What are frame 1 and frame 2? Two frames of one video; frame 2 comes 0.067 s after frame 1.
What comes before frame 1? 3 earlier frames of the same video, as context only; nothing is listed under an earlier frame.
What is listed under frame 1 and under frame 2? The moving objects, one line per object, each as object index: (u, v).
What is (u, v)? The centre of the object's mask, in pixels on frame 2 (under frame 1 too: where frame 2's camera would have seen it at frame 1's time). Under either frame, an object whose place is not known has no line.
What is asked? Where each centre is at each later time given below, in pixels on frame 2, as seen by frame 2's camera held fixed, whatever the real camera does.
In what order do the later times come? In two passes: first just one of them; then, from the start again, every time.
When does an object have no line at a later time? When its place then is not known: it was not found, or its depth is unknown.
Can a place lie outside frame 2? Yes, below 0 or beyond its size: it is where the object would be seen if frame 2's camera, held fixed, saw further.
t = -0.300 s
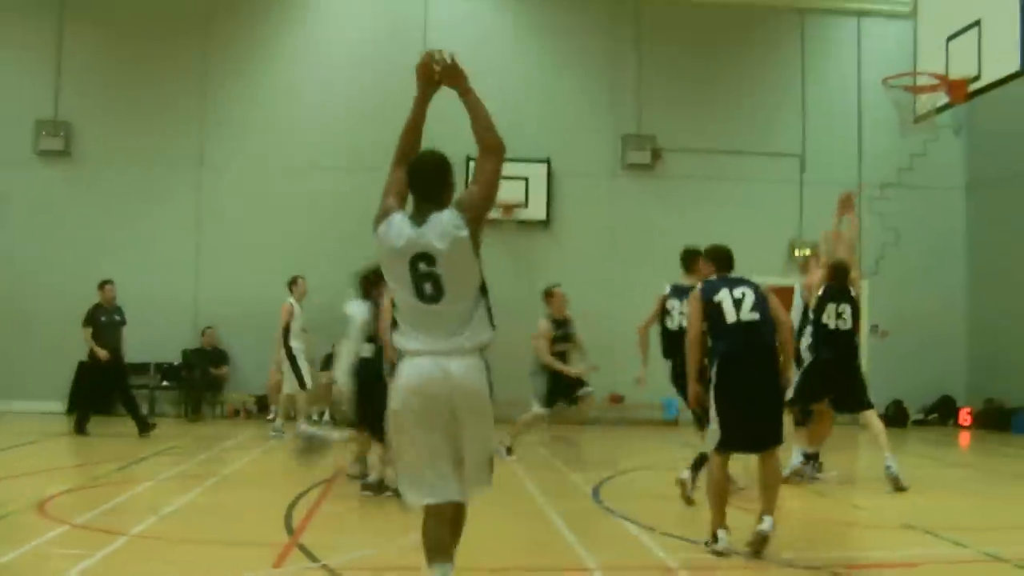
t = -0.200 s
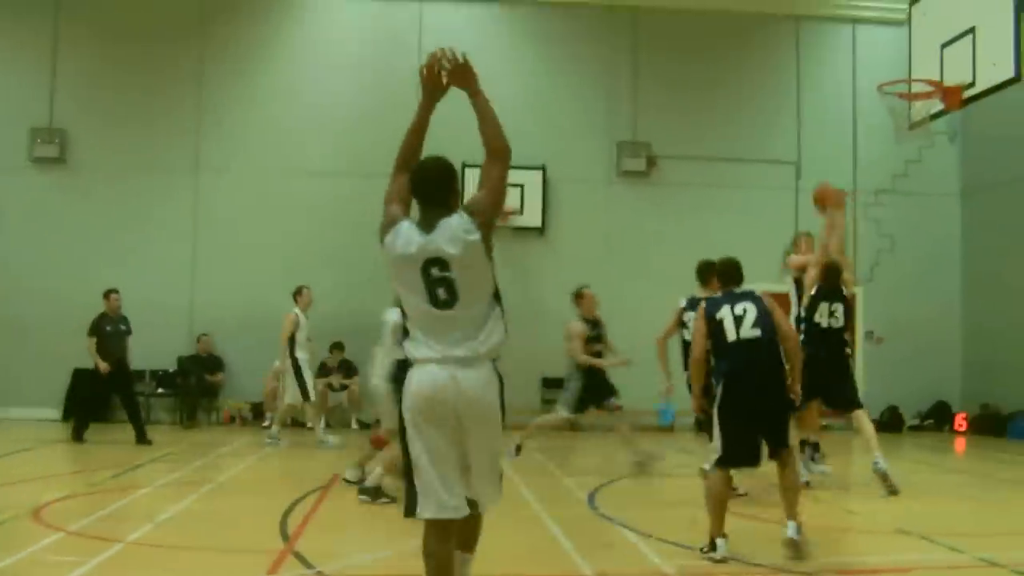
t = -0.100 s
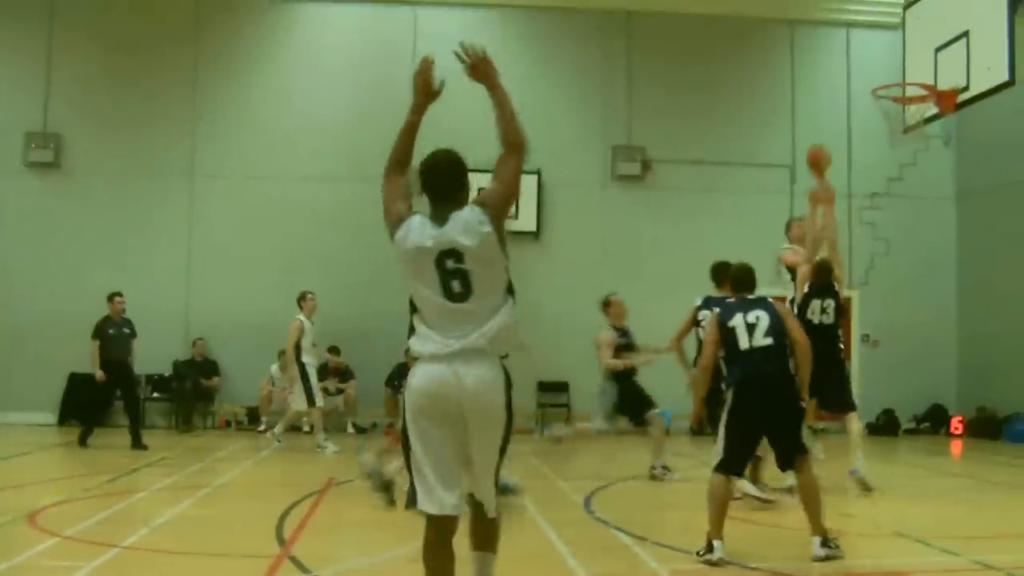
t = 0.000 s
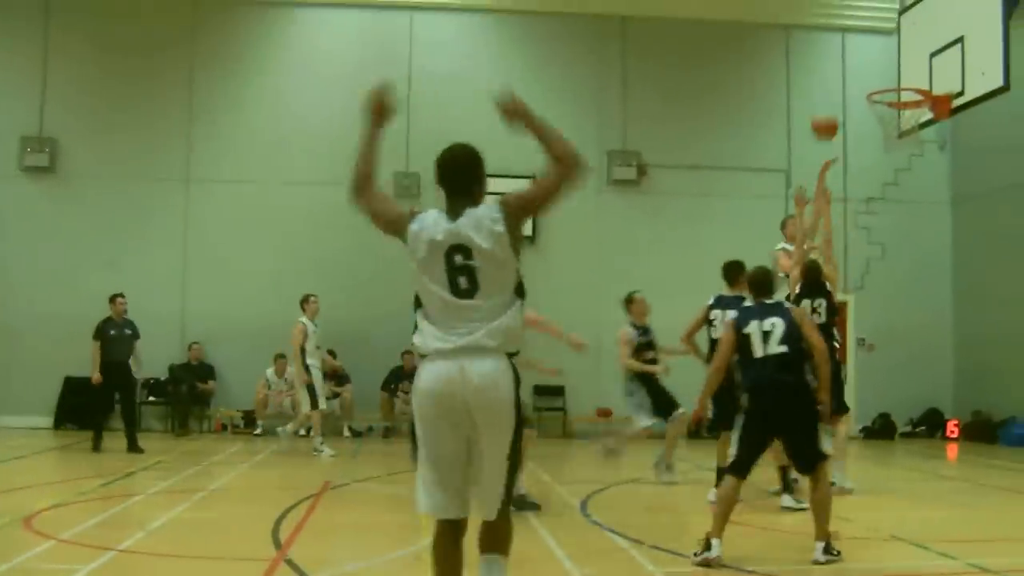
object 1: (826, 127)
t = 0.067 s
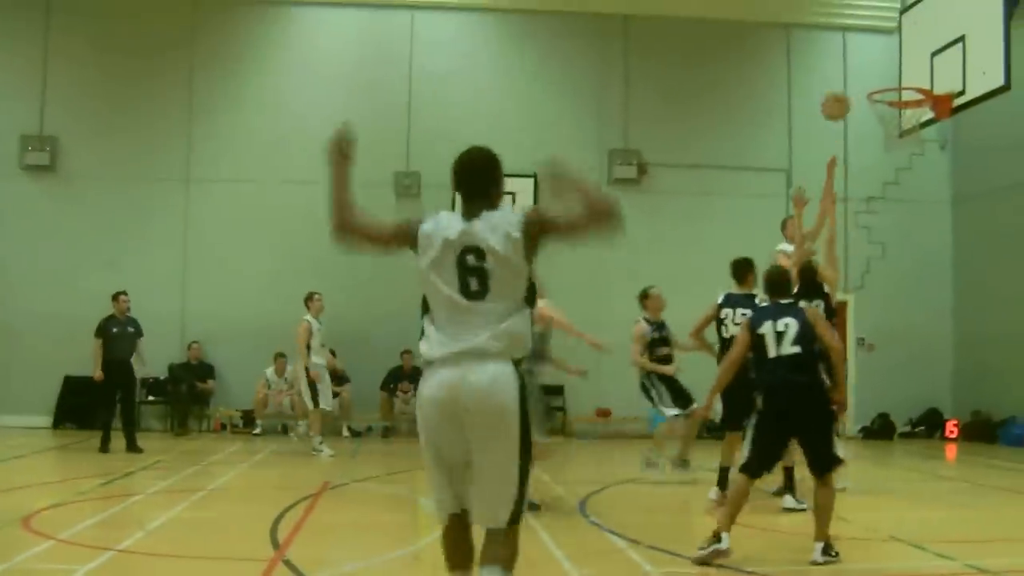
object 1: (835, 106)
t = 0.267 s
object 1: (869, 76)
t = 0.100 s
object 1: (841, 100)
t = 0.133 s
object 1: (847, 94)
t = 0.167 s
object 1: (853, 88)
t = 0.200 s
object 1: (859, 82)
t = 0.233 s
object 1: (864, 78)
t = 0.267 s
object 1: (869, 76)
